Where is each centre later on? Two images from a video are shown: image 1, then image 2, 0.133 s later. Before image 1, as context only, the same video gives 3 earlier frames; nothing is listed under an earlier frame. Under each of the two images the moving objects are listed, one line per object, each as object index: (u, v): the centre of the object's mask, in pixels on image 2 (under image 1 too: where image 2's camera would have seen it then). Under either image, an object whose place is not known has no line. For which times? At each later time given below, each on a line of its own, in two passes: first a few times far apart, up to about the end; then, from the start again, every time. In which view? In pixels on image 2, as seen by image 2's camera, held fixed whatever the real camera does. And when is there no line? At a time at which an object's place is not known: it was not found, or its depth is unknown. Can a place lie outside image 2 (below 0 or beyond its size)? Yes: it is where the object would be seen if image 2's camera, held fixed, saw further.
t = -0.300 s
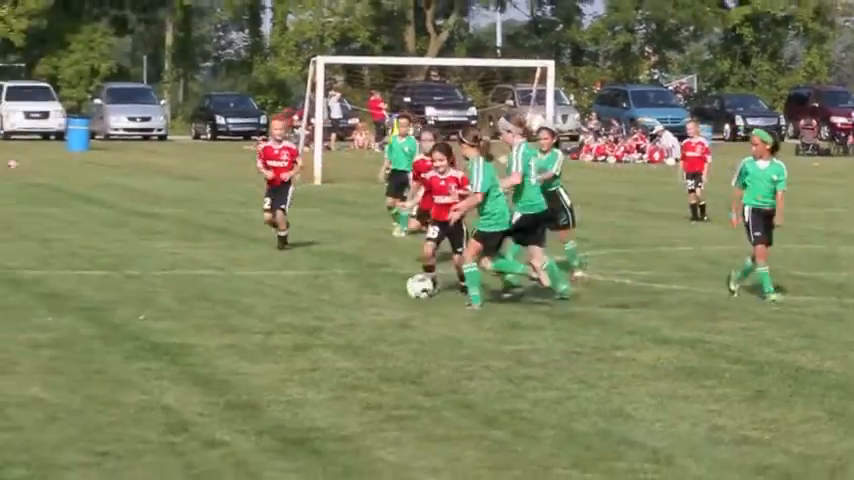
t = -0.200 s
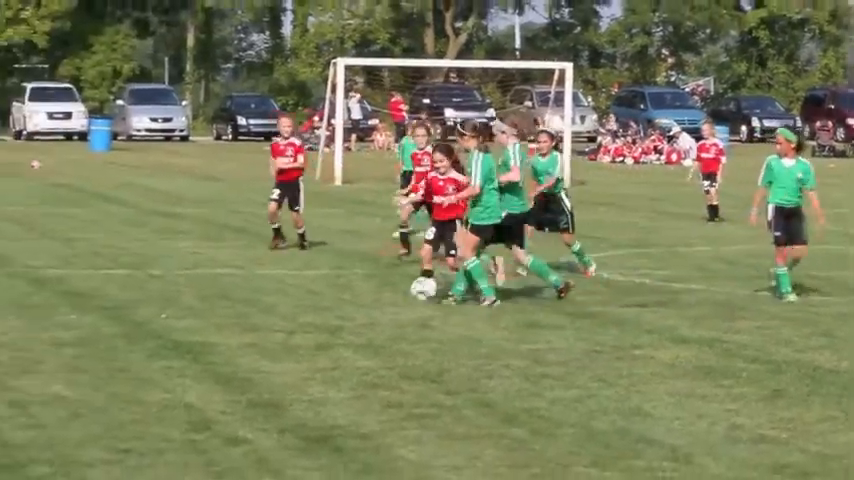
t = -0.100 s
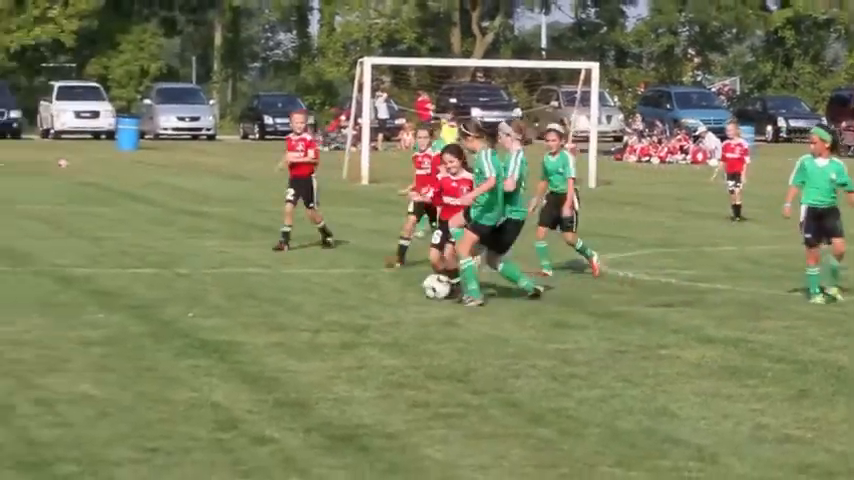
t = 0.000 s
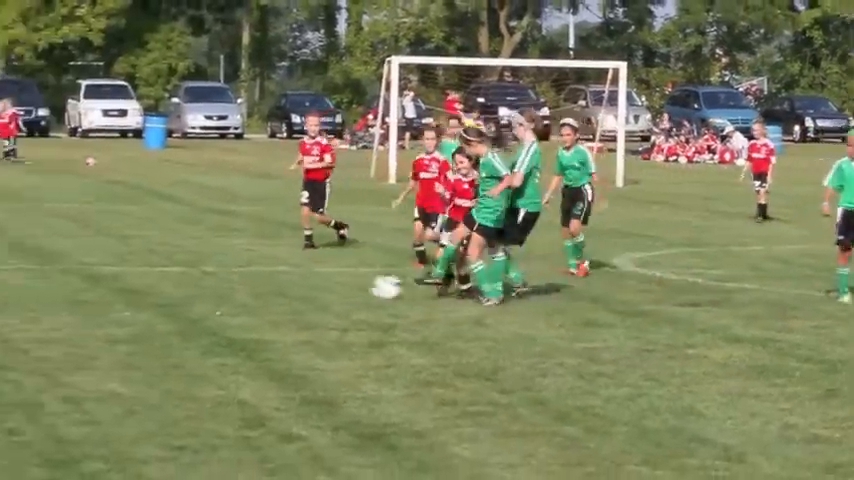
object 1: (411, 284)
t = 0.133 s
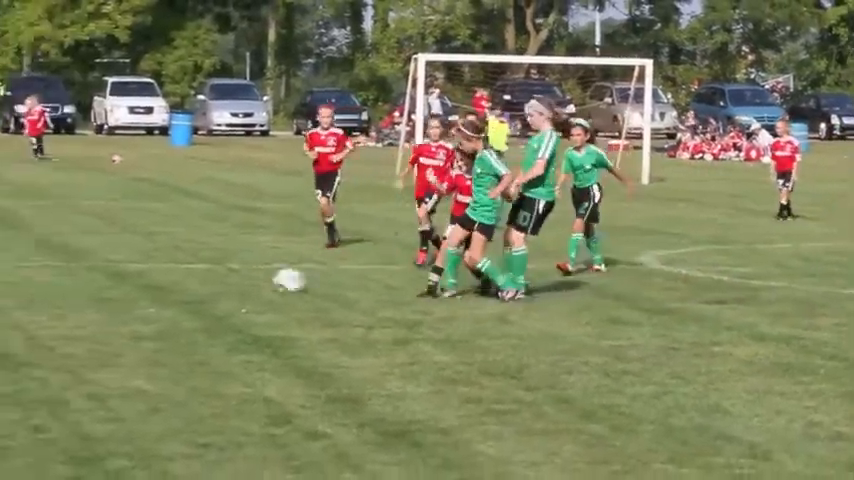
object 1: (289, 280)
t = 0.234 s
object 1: (214, 280)
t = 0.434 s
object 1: (96, 270)
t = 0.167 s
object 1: (262, 280)
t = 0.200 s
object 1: (236, 281)
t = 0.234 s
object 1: (214, 280)
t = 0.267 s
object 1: (193, 278)
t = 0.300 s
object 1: (173, 276)
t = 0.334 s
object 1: (153, 275)
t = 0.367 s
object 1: (134, 274)
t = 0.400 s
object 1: (114, 273)
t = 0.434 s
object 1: (96, 270)
